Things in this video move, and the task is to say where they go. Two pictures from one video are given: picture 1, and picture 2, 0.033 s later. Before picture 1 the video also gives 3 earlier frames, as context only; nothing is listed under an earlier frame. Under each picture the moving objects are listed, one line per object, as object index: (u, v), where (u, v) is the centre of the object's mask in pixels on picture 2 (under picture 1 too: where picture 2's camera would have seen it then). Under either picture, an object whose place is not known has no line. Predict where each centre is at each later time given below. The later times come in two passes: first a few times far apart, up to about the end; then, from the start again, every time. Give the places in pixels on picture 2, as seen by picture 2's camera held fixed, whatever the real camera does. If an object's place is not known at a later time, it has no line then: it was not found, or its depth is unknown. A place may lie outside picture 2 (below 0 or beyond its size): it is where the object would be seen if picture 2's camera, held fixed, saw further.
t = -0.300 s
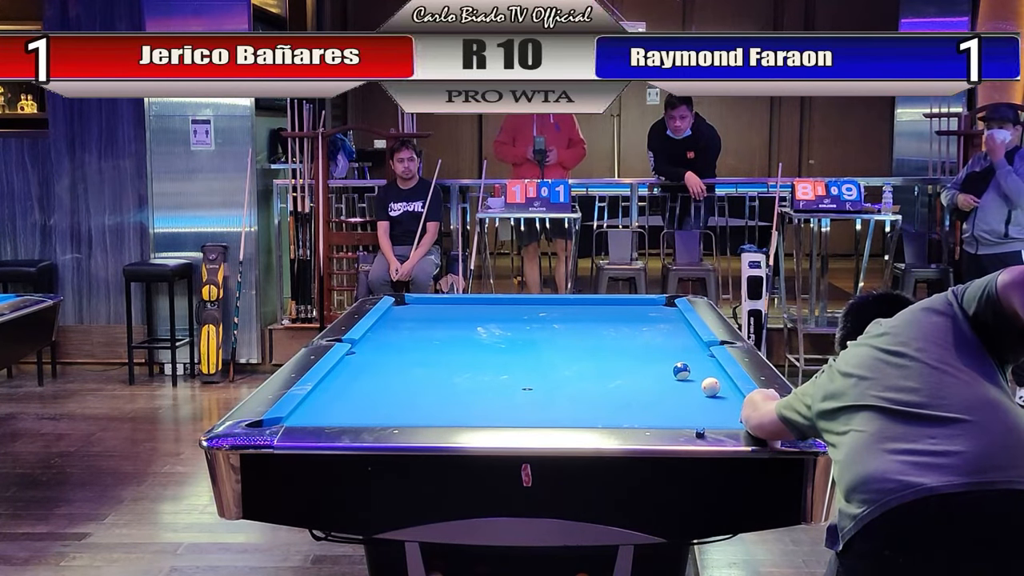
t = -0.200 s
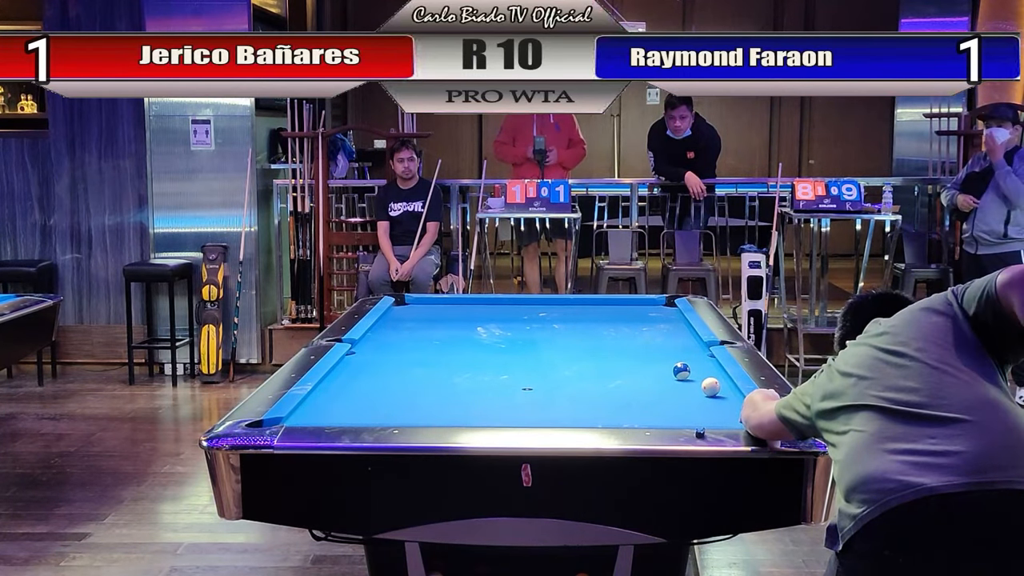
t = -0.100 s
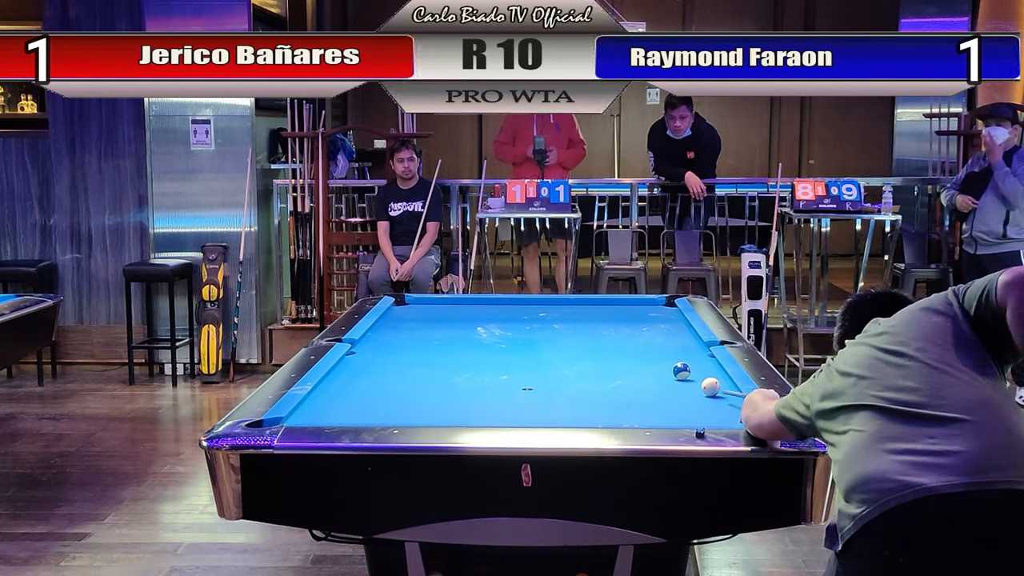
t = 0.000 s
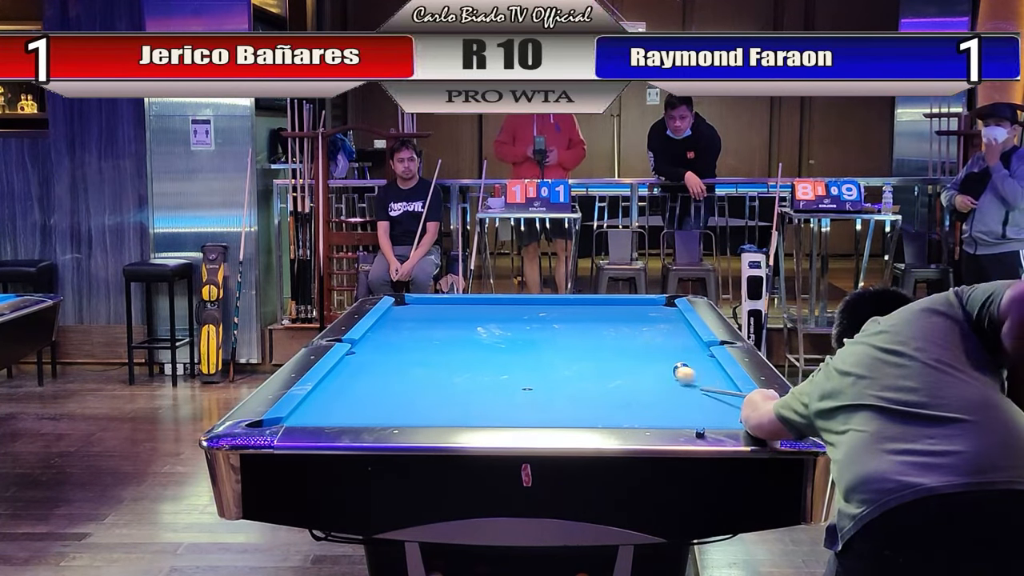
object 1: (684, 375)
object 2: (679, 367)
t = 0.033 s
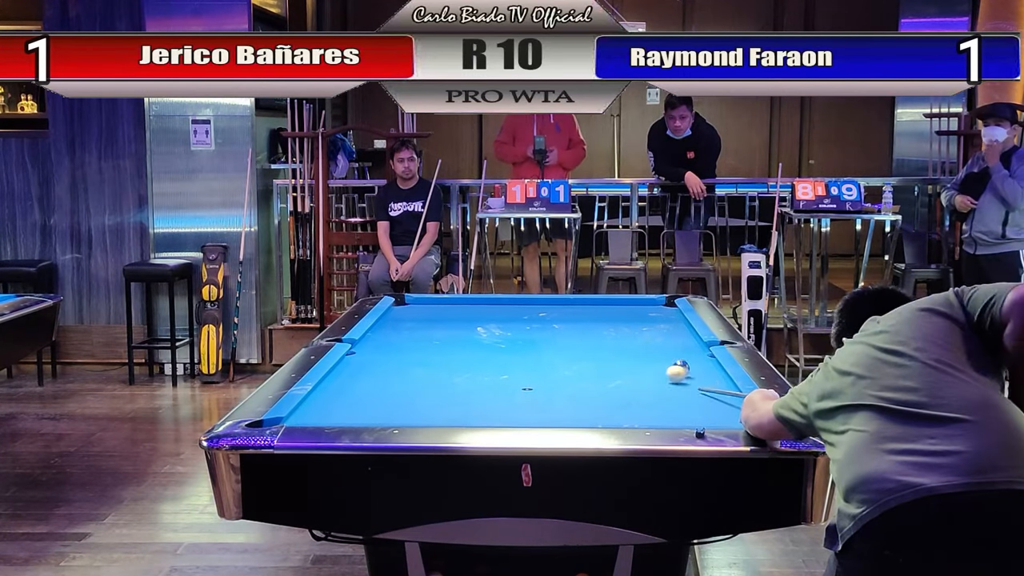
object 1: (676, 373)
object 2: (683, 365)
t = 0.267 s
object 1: (626, 373)
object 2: (676, 346)
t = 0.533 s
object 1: (577, 372)
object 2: (672, 328)
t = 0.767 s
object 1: (535, 372)
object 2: (669, 315)
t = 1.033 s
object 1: (490, 372)
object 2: (667, 302)
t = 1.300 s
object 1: (446, 371)
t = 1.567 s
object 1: (405, 372)
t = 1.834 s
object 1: (366, 372)
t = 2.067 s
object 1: (339, 372)
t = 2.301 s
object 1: (355, 374)
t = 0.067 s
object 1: (667, 373)
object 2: (680, 364)
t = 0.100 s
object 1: (659, 373)
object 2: (679, 360)
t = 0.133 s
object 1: (652, 373)
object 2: (678, 357)
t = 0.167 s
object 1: (646, 373)
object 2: (678, 354)
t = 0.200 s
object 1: (639, 373)
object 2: (677, 351)
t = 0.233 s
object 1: (632, 373)
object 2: (676, 349)
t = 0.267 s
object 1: (626, 373)
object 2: (676, 346)
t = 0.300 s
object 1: (620, 372)
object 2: (675, 344)
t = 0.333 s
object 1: (614, 373)
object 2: (674, 341)
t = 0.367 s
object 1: (607, 372)
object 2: (674, 339)
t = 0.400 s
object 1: (601, 372)
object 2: (674, 337)
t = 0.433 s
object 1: (595, 372)
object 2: (673, 334)
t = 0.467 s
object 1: (589, 372)
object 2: (673, 333)
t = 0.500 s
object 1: (583, 372)
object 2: (672, 330)
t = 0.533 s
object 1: (577, 372)
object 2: (672, 328)
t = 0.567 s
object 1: (571, 372)
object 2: (671, 326)
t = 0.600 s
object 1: (565, 372)
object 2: (671, 324)
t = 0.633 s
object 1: (559, 372)
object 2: (671, 322)
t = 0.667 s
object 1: (553, 372)
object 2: (670, 320)
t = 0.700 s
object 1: (547, 372)
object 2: (670, 319)
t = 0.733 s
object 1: (541, 372)
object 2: (670, 317)
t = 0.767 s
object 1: (535, 372)
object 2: (669, 315)
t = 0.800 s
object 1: (529, 372)
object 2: (669, 313)
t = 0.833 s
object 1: (524, 371)
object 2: (669, 311)
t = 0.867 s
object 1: (518, 372)
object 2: (668, 310)
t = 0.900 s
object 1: (512, 372)
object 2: (668, 308)
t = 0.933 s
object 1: (506, 372)
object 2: (668, 307)
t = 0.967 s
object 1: (501, 371)
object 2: (668, 304)
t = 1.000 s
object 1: (495, 372)
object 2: (667, 304)
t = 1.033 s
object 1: (490, 372)
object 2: (667, 302)
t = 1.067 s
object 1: (484, 371)
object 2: (666, 300)
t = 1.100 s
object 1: (479, 372)
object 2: (667, 300)
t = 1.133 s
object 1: (473, 372)
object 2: (673, 302)
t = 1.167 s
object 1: (468, 372)
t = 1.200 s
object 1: (462, 372)
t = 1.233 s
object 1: (457, 372)
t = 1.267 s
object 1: (452, 371)
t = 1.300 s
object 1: (446, 371)
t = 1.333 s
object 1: (441, 371)
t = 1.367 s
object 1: (436, 371)
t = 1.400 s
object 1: (431, 372)
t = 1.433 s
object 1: (426, 372)
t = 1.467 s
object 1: (420, 371)
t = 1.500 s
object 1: (415, 372)
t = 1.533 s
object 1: (410, 372)
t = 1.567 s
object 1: (405, 372)
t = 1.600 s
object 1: (400, 372)
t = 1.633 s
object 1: (395, 371)
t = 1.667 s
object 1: (390, 371)
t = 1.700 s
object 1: (385, 372)
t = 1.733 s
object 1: (380, 371)
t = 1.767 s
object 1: (375, 372)
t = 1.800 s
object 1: (370, 372)
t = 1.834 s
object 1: (366, 372)
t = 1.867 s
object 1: (361, 371)
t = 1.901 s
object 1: (356, 371)
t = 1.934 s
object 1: (351, 371)
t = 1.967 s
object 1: (346, 371)
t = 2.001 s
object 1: (342, 371)
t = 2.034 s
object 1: (337, 371)
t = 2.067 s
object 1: (339, 372)
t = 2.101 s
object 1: (342, 372)
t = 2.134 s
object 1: (344, 372)
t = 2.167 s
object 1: (346, 373)
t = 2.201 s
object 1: (348, 373)
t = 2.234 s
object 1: (350, 373)
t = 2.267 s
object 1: (353, 373)
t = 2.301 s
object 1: (355, 374)
